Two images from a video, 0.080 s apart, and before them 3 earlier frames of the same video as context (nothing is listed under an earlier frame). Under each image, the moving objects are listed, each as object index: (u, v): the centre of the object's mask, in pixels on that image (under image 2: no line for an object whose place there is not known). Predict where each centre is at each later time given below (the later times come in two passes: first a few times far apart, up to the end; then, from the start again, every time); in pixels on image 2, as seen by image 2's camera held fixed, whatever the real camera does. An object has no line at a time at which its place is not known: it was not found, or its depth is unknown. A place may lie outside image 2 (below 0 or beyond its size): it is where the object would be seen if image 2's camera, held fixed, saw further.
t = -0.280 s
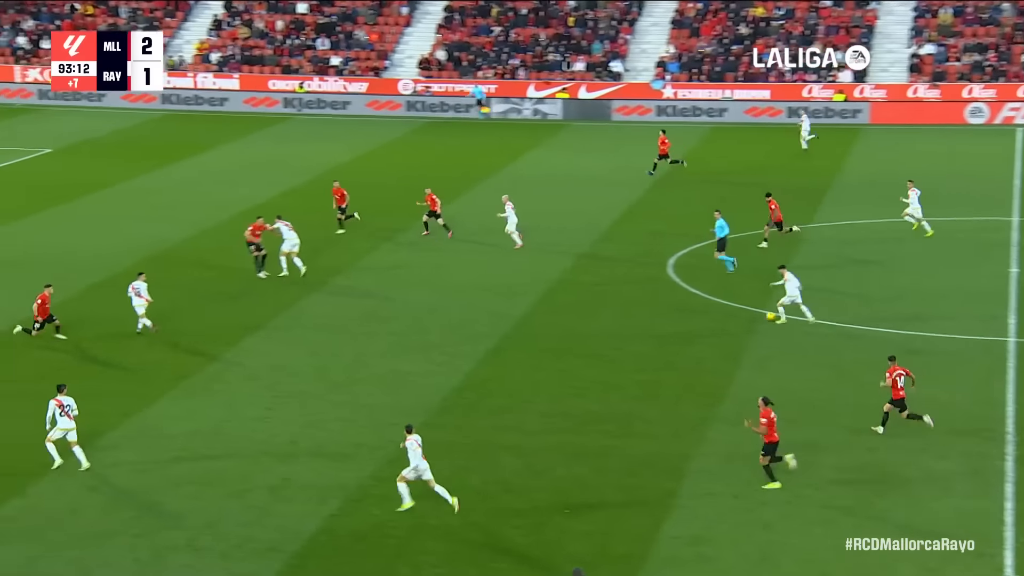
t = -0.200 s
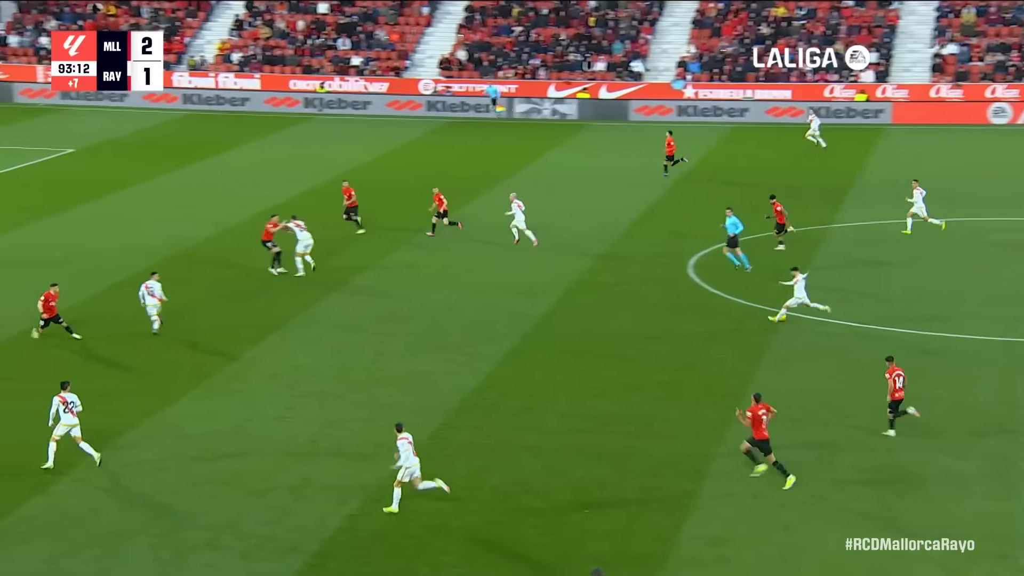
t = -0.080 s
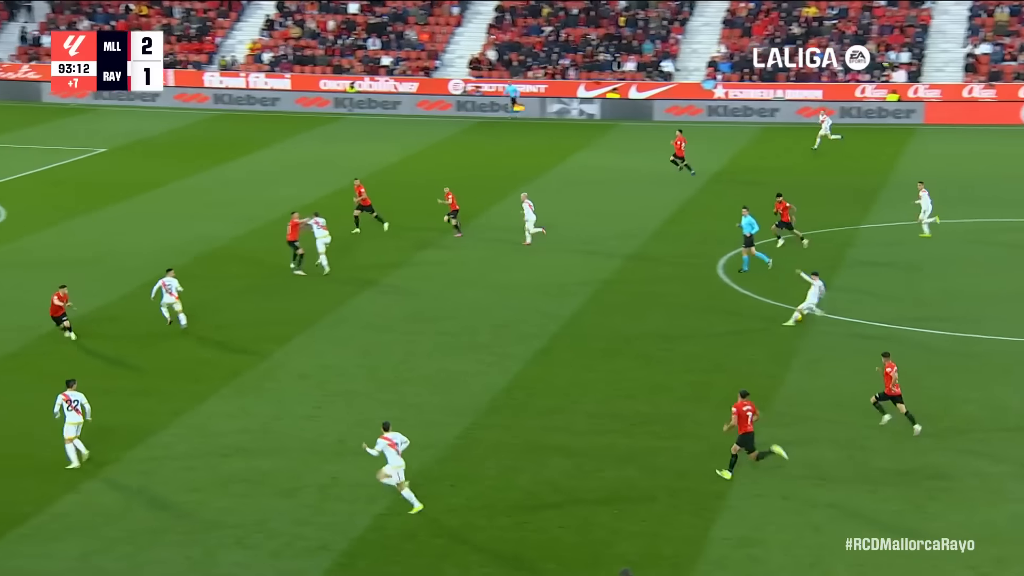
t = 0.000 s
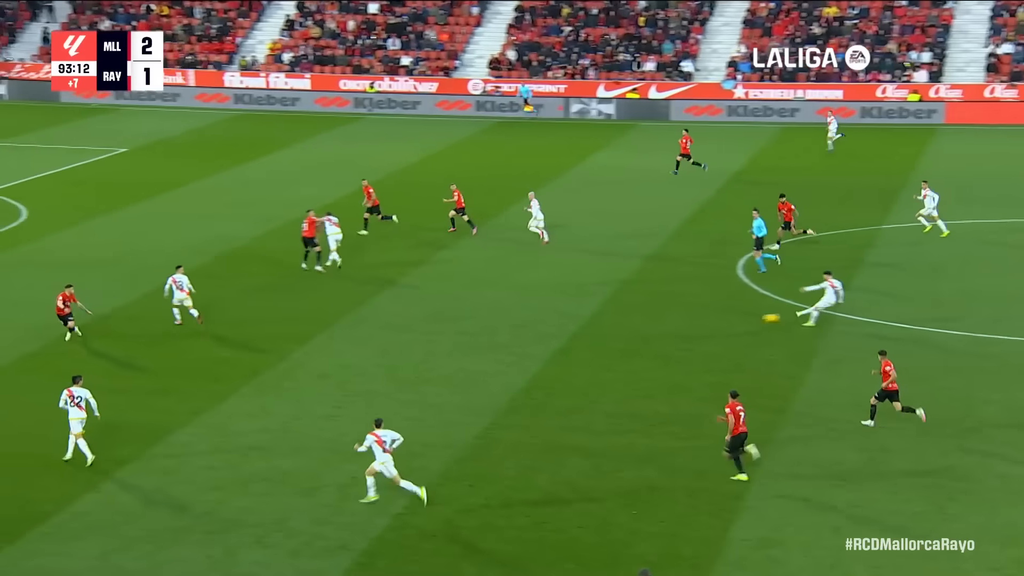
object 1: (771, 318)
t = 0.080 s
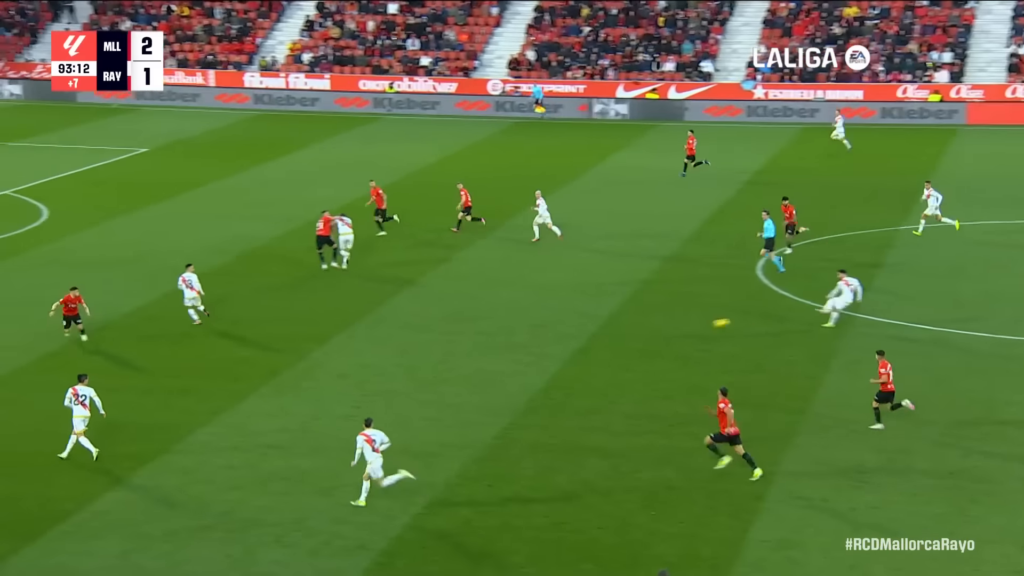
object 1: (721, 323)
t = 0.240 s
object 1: (588, 340)
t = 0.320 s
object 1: (526, 343)
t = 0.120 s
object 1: (687, 327)
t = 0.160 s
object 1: (653, 332)
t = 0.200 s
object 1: (619, 338)
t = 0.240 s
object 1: (588, 340)
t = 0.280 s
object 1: (557, 341)
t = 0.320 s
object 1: (526, 343)
